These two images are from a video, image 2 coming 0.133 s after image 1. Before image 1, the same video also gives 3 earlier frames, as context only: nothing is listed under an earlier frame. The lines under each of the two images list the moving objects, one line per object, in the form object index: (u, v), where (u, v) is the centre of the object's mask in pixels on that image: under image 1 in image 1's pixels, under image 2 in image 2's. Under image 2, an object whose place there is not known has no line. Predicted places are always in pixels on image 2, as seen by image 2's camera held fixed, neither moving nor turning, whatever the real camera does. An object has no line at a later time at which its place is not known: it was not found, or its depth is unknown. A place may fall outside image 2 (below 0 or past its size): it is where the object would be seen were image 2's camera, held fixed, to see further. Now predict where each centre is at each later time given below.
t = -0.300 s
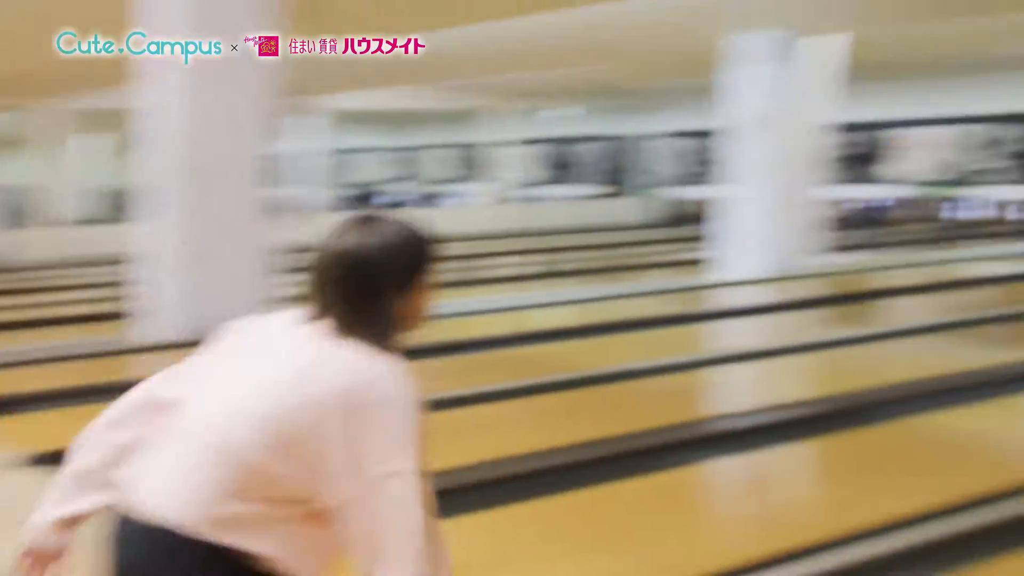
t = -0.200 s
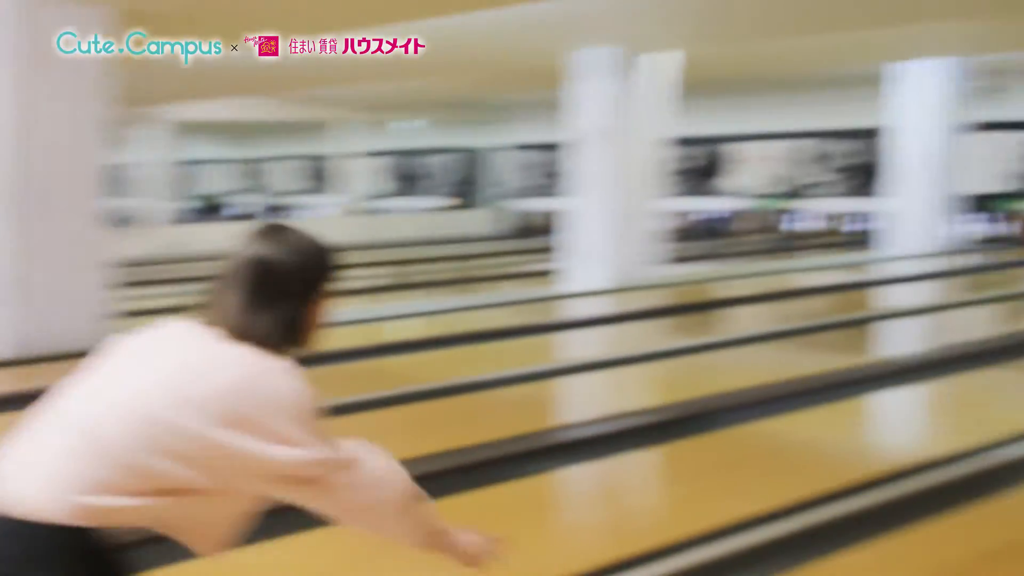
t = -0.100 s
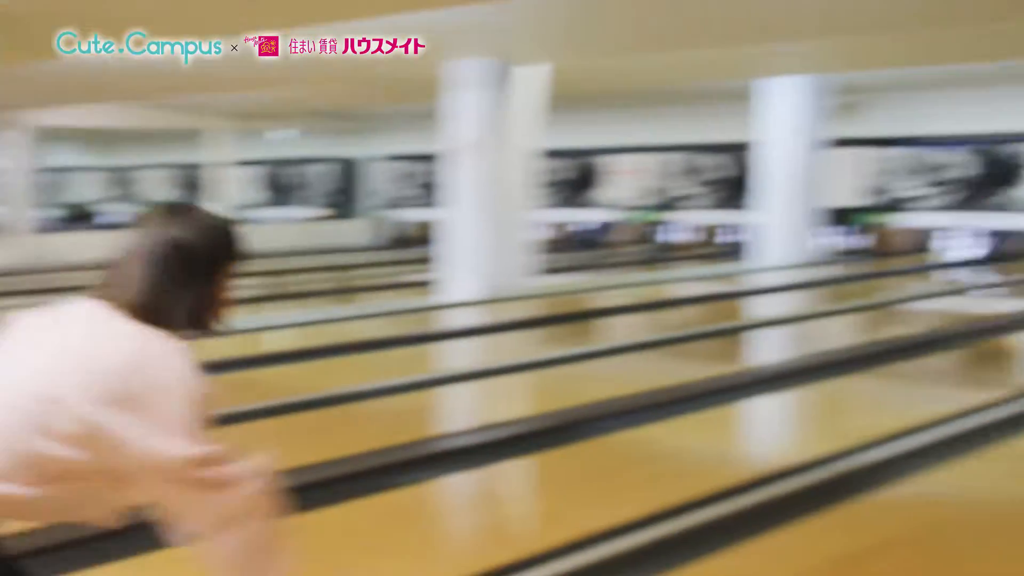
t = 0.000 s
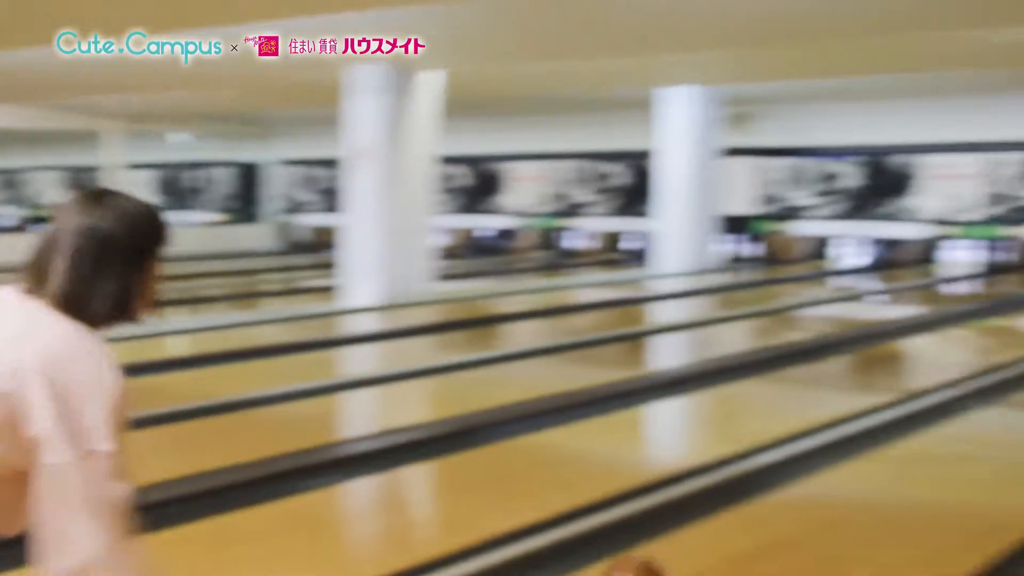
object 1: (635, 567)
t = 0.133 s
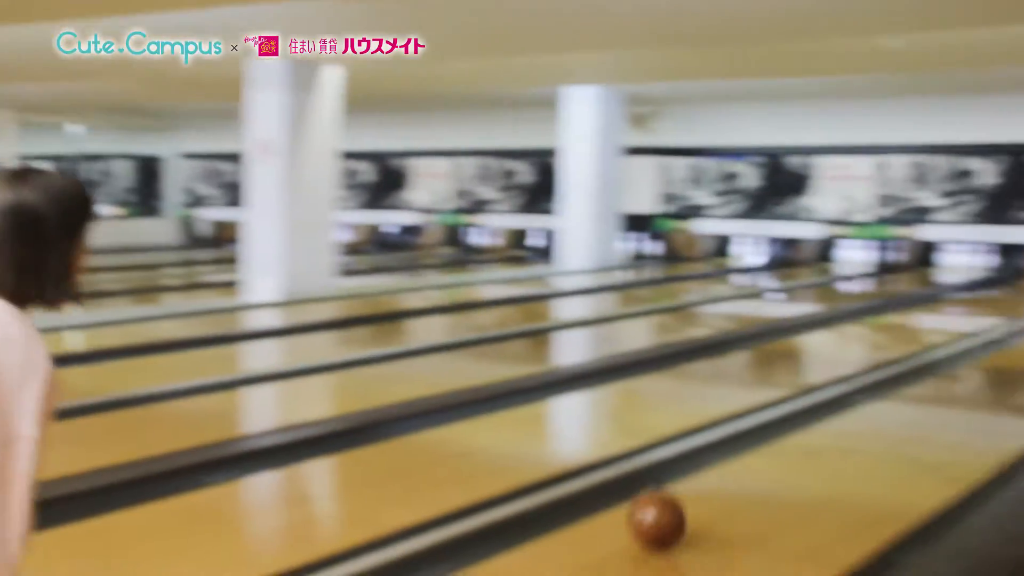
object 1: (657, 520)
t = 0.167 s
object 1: (684, 510)
